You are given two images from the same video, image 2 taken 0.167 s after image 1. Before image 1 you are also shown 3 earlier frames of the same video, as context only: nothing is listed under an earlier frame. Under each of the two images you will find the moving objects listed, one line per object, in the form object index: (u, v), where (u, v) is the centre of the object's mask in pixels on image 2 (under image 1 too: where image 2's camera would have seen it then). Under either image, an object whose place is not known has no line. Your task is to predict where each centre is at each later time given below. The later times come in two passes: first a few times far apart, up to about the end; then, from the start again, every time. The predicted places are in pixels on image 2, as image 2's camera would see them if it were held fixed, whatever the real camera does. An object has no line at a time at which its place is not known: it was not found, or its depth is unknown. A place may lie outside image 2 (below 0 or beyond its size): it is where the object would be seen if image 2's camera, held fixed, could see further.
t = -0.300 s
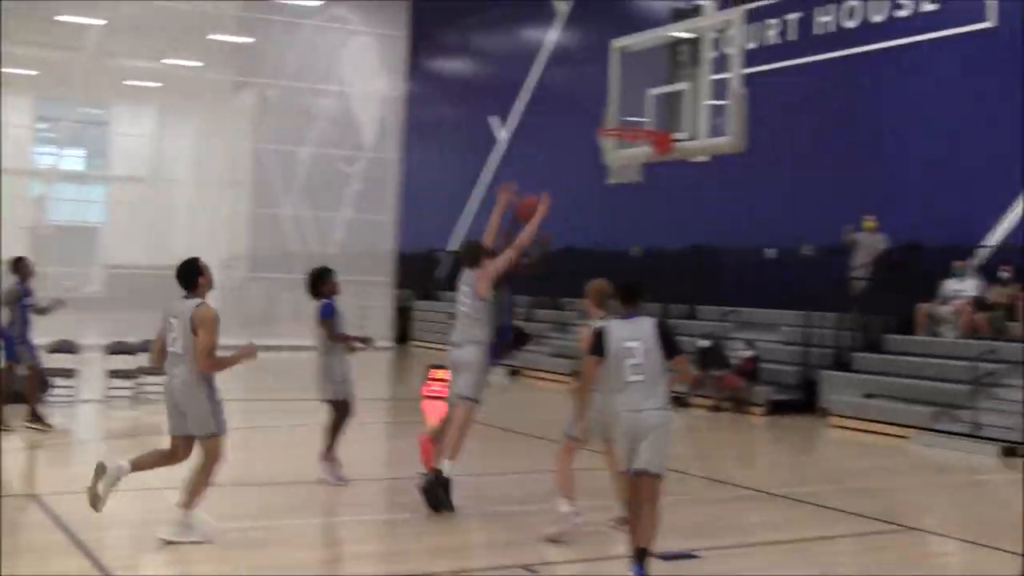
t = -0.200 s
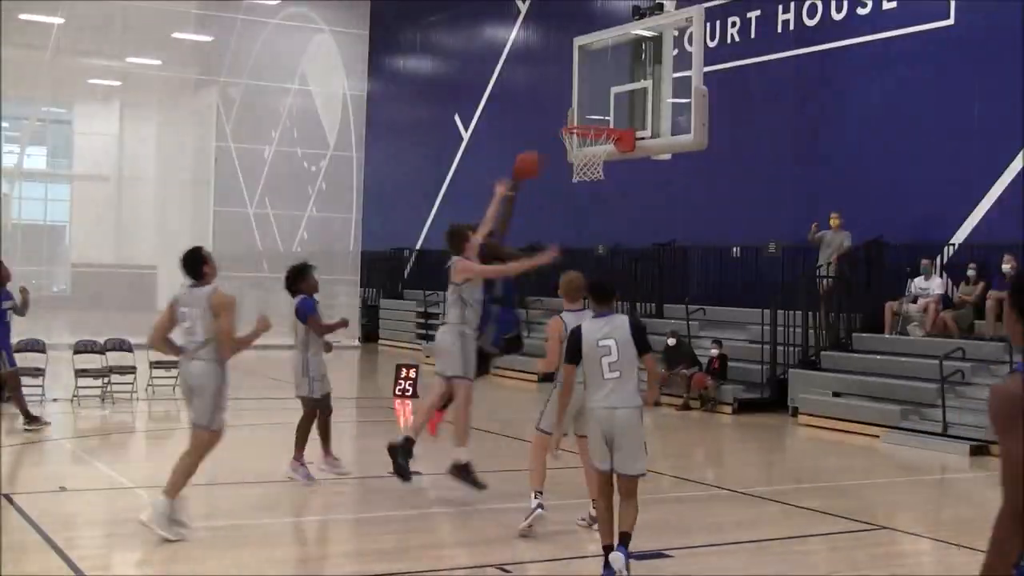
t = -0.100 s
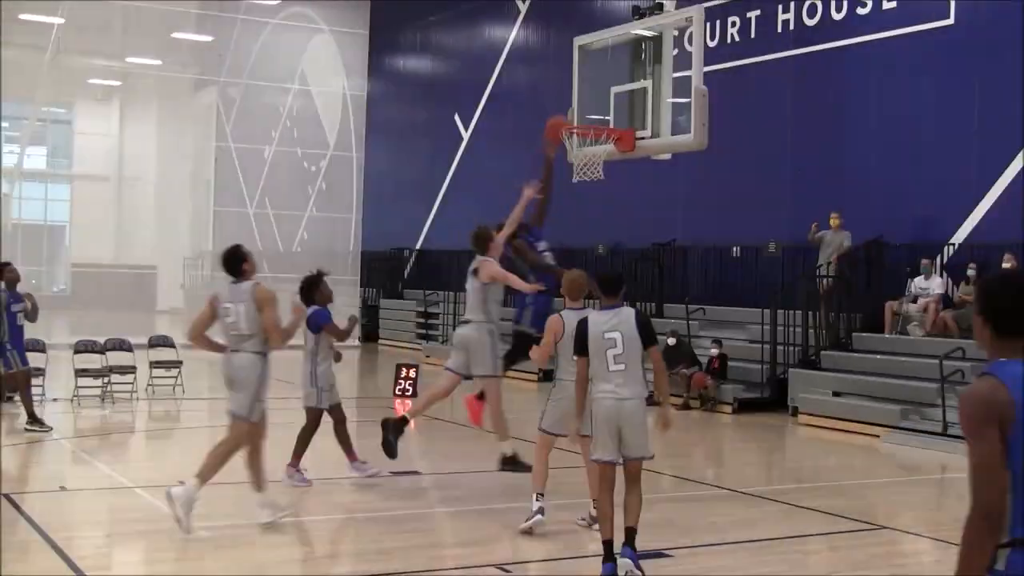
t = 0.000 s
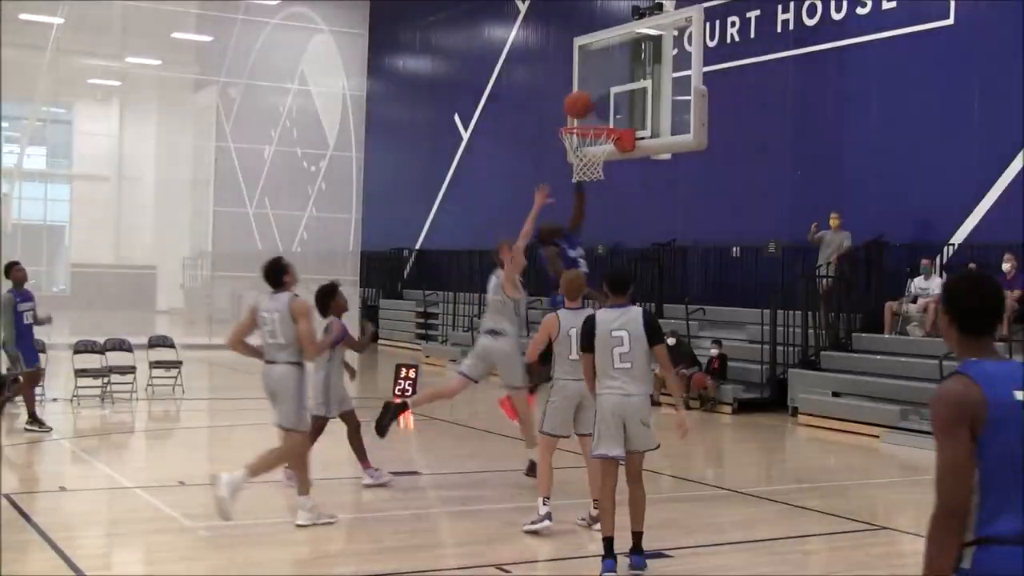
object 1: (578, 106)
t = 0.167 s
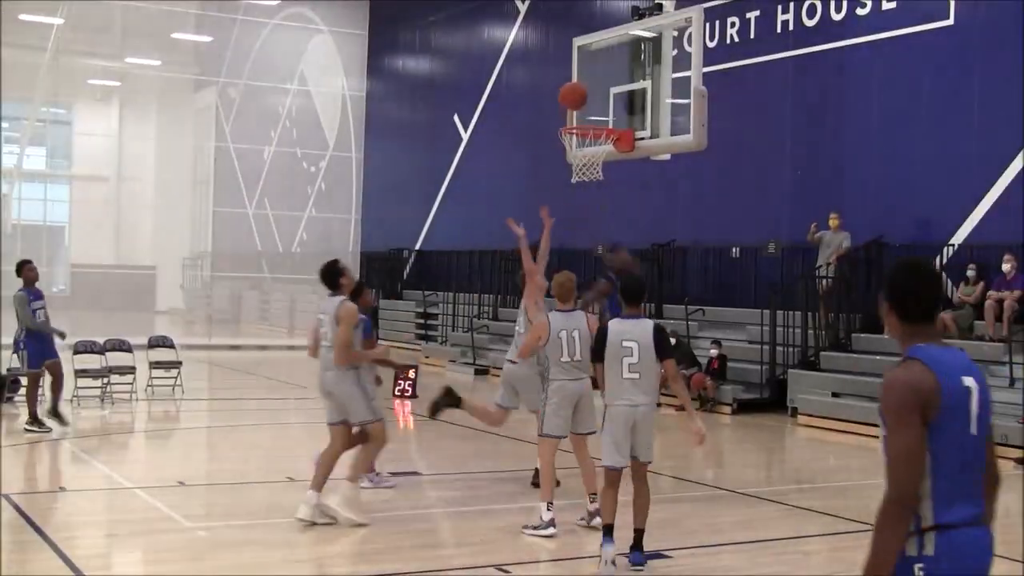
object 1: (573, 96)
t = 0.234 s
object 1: (569, 101)
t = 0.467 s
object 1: (576, 110)
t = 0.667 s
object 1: (592, 138)
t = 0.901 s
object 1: (591, 179)
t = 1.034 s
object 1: (587, 204)
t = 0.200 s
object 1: (571, 98)
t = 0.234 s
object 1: (569, 101)
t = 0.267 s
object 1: (568, 104)
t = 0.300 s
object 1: (565, 110)
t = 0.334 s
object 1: (564, 115)
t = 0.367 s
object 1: (567, 113)
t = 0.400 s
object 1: (571, 111)
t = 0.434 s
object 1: (574, 109)
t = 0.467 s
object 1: (576, 110)
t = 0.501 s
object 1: (579, 111)
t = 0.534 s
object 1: (582, 113)
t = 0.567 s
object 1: (584, 116)
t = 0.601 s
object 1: (588, 120)
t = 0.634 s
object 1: (590, 123)
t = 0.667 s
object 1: (592, 138)
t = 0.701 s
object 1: (597, 145)
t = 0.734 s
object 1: (598, 147)
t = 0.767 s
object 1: (599, 147)
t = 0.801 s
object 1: (597, 151)
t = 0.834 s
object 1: (591, 161)
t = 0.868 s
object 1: (592, 166)
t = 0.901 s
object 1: (591, 179)
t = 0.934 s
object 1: (590, 184)
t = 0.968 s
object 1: (590, 188)
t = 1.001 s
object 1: (588, 195)
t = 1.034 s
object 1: (587, 204)
